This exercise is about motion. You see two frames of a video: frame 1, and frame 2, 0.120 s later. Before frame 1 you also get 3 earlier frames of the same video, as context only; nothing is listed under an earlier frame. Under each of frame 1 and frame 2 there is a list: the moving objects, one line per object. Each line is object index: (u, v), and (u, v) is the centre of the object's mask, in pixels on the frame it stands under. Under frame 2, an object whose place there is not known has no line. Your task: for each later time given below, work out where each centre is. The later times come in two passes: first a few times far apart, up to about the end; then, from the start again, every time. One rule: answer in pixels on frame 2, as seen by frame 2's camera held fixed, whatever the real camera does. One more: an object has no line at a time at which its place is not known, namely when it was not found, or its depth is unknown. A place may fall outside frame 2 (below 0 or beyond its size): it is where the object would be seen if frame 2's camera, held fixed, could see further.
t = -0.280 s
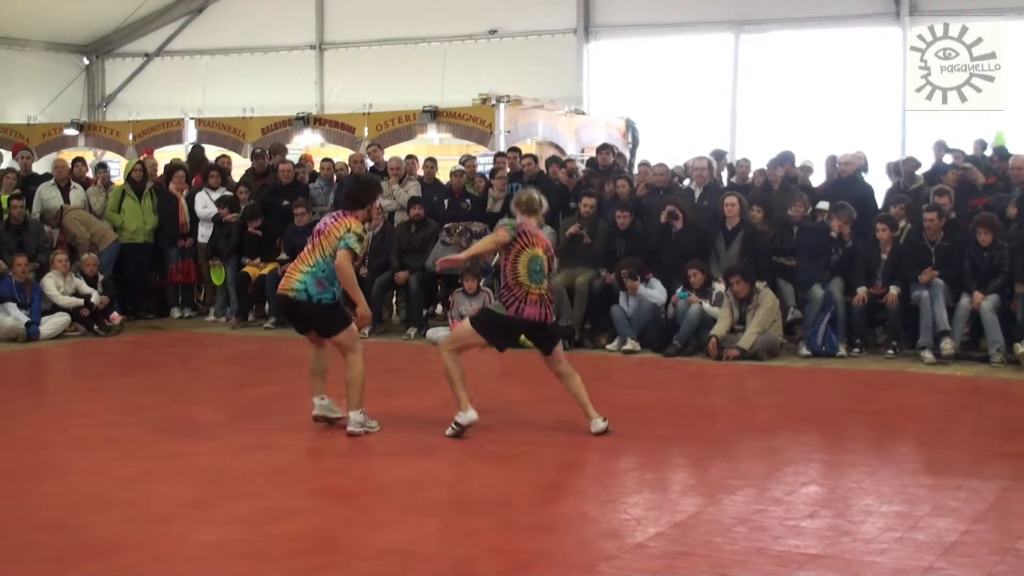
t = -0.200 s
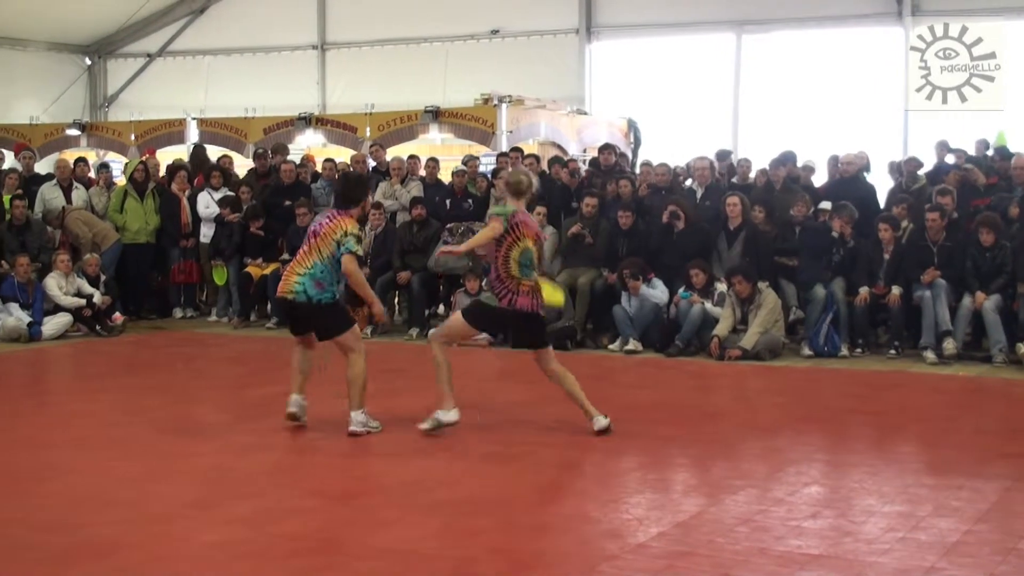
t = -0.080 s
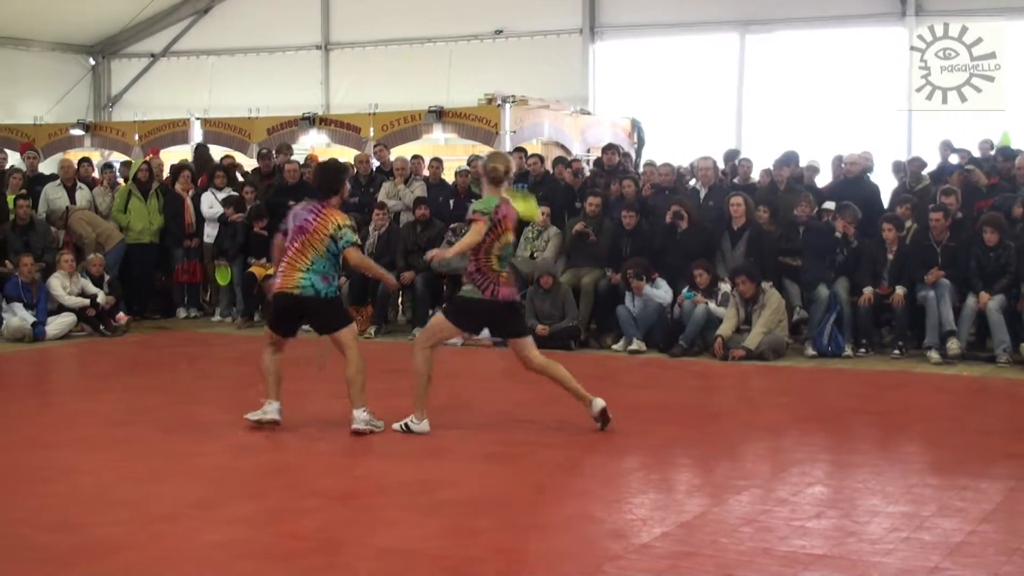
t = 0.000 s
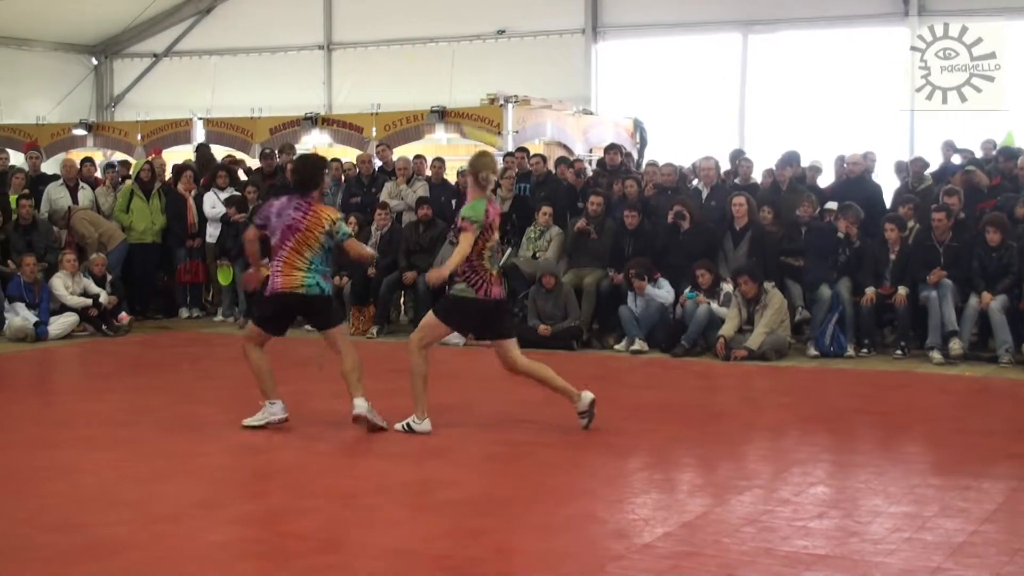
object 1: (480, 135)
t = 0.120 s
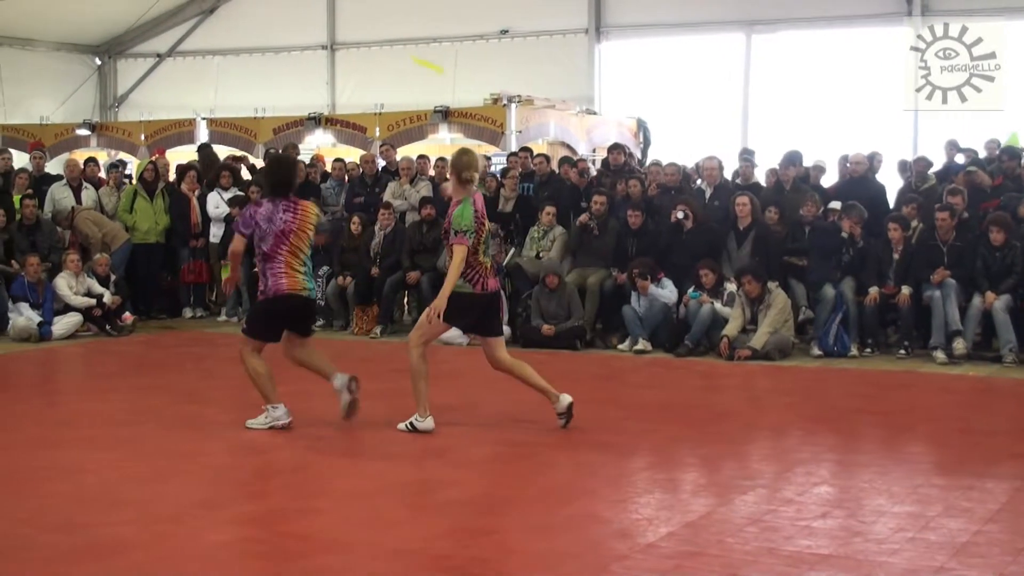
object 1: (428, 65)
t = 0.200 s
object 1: (390, 33)
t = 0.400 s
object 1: (309, 2)
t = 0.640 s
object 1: (202, 23)
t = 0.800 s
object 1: (148, 63)
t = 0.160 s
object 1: (409, 47)
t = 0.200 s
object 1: (390, 33)
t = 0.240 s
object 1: (372, 22)
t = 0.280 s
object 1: (352, 13)
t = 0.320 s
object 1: (336, 6)
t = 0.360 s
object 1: (323, 4)
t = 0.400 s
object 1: (309, 2)
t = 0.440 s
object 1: (291, 3)
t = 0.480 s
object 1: (269, 3)
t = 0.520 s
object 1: (253, 6)
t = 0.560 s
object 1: (232, 9)
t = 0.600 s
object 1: (218, 17)
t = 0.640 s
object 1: (202, 23)
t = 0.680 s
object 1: (189, 33)
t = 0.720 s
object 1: (175, 42)
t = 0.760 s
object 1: (160, 53)
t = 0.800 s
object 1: (148, 63)
